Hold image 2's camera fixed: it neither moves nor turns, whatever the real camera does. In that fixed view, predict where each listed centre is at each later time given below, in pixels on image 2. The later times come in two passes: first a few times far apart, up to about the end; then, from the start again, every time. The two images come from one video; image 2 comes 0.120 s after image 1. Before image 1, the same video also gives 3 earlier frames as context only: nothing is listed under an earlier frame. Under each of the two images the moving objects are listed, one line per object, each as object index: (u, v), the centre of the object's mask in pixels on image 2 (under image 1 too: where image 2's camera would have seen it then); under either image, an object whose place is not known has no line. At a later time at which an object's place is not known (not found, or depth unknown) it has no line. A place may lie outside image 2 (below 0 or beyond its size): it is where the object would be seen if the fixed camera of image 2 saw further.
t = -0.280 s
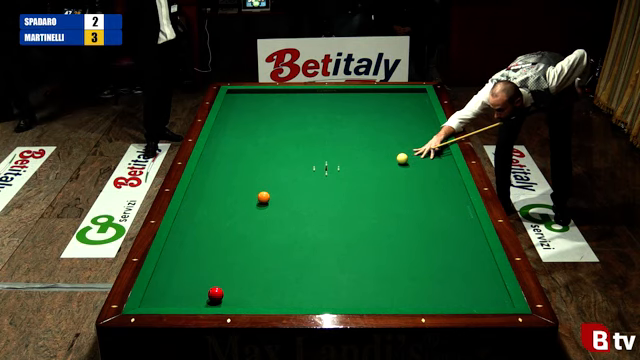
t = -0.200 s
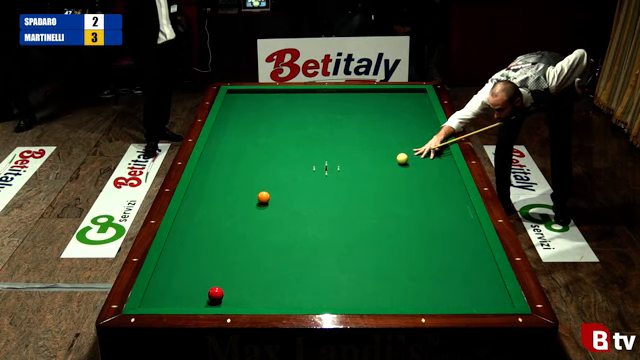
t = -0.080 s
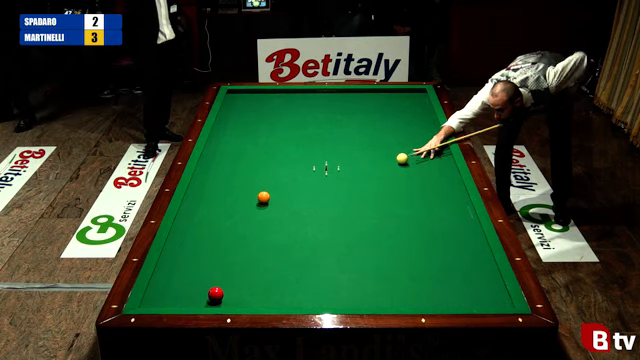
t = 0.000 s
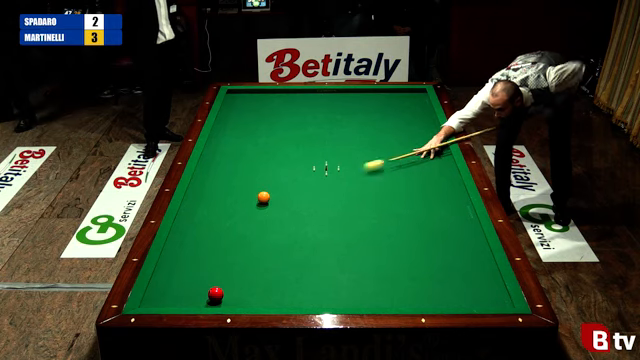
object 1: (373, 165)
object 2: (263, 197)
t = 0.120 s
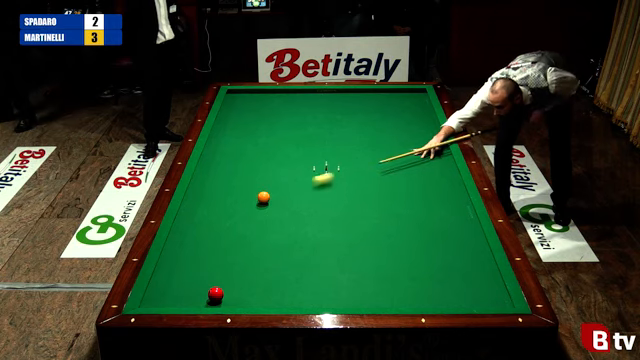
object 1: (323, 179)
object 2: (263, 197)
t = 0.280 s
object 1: (268, 192)
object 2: (249, 203)
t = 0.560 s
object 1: (229, 190)
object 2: (185, 242)
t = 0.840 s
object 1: (199, 193)
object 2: (233, 267)
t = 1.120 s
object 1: (225, 199)
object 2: (280, 295)
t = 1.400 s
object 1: (250, 204)
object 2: (330, 292)
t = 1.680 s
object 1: (274, 210)
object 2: (375, 277)
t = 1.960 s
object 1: (299, 216)
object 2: (416, 263)
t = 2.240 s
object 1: (325, 222)
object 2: (455, 249)
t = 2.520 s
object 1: (350, 228)
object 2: (470, 237)
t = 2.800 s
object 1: (376, 234)
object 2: (445, 224)
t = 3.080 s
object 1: (401, 240)
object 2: (421, 213)
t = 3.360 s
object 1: (426, 245)
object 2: (399, 202)
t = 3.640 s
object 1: (452, 251)
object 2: (379, 193)
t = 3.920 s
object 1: (477, 257)
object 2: (361, 184)
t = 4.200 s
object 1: (480, 262)
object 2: (343, 176)
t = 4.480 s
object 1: (469, 265)
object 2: (327, 168)
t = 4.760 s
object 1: (459, 269)
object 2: (312, 161)
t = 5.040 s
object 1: (448, 272)
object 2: (298, 155)
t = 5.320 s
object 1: (439, 275)
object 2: (285, 149)
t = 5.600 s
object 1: (430, 277)
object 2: (273, 143)
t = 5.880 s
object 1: (421, 280)
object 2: (262, 138)
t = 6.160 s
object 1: (413, 282)
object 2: (252, 133)
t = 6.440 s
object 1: (405, 285)
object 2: (242, 129)
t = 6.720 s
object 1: (398, 287)
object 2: (233, 124)
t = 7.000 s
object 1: (391, 288)
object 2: (224, 120)
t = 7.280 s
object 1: (385, 289)
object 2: (222, 117)
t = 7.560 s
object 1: (380, 291)
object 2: (228, 114)
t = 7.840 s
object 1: (376, 292)
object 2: (233, 112)
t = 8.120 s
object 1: (371, 293)
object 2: (238, 110)
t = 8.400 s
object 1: (368, 293)
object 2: (243, 108)
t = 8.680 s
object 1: (366, 294)
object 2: (247, 106)
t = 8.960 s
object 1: (364, 294)
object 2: (251, 105)
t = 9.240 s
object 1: (363, 295)
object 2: (255, 103)
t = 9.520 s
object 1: (363, 295)
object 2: (258, 102)
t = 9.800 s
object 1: (363, 295)
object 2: (261, 101)
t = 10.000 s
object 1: (363, 295)
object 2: (263, 100)
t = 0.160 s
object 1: (306, 183)
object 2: (263, 197)
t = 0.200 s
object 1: (289, 188)
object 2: (263, 197)
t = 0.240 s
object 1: (274, 192)
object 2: (262, 198)
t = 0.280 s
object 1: (268, 192)
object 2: (249, 203)
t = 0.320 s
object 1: (263, 191)
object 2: (235, 208)
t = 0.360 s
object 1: (259, 190)
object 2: (221, 215)
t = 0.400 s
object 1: (254, 190)
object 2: (207, 221)
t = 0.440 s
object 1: (248, 190)
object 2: (193, 227)
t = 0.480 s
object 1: (242, 190)
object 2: (180, 233)
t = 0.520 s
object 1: (235, 190)
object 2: (177, 238)
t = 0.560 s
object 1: (229, 190)
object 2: (185, 242)
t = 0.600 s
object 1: (222, 190)
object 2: (193, 246)
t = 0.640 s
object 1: (215, 190)
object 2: (201, 249)
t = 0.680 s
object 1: (208, 191)
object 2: (208, 253)
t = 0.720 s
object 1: (201, 191)
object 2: (214, 256)
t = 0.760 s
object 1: (194, 191)
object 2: (220, 260)
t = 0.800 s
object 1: (194, 192)
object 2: (226, 264)
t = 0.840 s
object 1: (199, 193)
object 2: (233, 267)
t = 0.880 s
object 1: (203, 194)
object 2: (239, 271)
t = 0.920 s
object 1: (207, 195)
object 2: (246, 275)
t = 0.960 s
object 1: (211, 195)
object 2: (253, 279)
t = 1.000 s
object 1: (214, 196)
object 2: (259, 283)
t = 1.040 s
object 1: (218, 197)
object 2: (266, 286)
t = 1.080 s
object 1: (221, 198)
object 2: (273, 290)
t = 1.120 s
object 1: (225, 199)
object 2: (280, 295)
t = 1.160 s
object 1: (228, 199)
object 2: (287, 298)
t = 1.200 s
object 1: (232, 200)
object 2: (295, 301)
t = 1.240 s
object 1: (235, 201)
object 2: (303, 301)
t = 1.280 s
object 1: (239, 202)
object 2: (310, 299)
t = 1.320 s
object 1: (242, 203)
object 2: (317, 297)
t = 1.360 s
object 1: (246, 204)
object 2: (323, 295)
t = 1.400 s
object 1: (250, 204)
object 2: (330, 292)
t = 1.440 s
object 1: (253, 205)
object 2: (337, 290)
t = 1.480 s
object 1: (257, 206)
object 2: (344, 287)
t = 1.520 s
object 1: (260, 207)
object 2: (350, 285)
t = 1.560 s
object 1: (264, 208)
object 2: (356, 283)
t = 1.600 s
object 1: (267, 208)
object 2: (363, 281)
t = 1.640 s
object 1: (271, 209)
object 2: (369, 279)
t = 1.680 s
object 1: (274, 210)
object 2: (375, 277)
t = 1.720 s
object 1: (278, 211)
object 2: (381, 274)
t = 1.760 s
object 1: (282, 212)
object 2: (387, 273)
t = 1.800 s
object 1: (285, 213)
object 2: (393, 271)
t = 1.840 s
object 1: (289, 214)
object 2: (399, 268)
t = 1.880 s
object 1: (292, 214)
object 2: (405, 266)
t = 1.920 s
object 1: (296, 215)
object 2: (411, 264)
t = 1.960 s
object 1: (299, 216)
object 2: (416, 263)
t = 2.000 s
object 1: (303, 217)
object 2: (422, 261)
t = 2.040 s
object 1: (307, 218)
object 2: (428, 259)
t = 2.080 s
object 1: (310, 218)
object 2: (433, 257)
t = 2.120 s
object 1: (314, 219)
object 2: (439, 255)
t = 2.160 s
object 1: (317, 220)
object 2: (444, 253)
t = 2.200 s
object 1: (321, 221)
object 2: (449, 251)
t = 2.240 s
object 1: (325, 222)
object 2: (455, 249)
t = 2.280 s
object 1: (328, 223)
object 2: (460, 248)
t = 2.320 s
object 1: (332, 224)
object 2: (465, 246)
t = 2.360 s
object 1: (336, 224)
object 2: (470, 244)
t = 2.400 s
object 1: (339, 225)
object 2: (475, 243)
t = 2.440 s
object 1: (343, 226)
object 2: (479, 241)
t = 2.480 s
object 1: (347, 227)
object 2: (475, 239)
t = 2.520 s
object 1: (350, 228)
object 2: (470, 237)
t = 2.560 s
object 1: (354, 229)
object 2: (467, 235)
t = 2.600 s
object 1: (357, 230)
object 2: (463, 233)
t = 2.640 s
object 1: (361, 230)
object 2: (459, 231)
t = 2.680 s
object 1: (365, 231)
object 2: (455, 230)
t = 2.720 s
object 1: (368, 232)
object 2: (452, 228)
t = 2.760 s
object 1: (372, 233)
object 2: (448, 226)
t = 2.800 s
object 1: (376, 234)
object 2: (445, 224)
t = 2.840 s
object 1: (379, 235)
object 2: (441, 223)
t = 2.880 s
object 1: (383, 235)
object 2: (438, 221)
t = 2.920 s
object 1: (387, 236)
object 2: (434, 219)
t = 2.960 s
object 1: (390, 237)
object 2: (431, 218)
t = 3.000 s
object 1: (394, 238)
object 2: (428, 216)
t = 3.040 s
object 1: (398, 239)
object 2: (424, 214)
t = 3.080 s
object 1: (401, 240)
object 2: (421, 213)
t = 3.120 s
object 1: (405, 240)
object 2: (418, 211)
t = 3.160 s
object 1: (408, 241)
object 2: (415, 210)
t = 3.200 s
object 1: (412, 242)
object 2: (411, 208)
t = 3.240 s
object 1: (416, 243)
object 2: (408, 207)
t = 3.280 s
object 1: (419, 244)
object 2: (405, 205)
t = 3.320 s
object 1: (423, 245)
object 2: (402, 204)
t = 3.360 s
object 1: (426, 245)
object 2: (399, 202)
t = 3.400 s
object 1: (430, 247)
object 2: (396, 201)
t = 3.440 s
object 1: (434, 247)
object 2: (393, 200)
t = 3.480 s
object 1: (437, 248)
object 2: (390, 198)
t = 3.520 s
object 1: (441, 249)
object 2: (387, 197)
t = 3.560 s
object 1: (444, 250)
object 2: (385, 195)
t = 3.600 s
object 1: (448, 250)
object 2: (382, 194)
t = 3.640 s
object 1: (452, 251)
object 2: (379, 193)
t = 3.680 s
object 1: (455, 252)
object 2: (376, 191)
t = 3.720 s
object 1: (459, 253)
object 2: (374, 190)
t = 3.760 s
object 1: (462, 254)
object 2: (371, 189)
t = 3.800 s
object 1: (466, 254)
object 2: (368, 188)
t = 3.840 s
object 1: (470, 255)
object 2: (366, 186)
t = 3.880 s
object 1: (473, 256)
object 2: (363, 185)
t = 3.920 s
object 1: (477, 257)
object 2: (361, 184)
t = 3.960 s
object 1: (480, 258)
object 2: (358, 183)
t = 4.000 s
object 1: (484, 259)
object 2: (356, 182)
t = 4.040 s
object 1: (487, 260)
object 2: (353, 181)
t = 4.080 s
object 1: (485, 260)
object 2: (350, 179)
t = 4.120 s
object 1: (483, 261)
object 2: (348, 178)
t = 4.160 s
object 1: (482, 261)
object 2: (345, 177)
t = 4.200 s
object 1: (480, 262)
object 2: (343, 176)
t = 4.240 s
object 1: (479, 262)
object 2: (341, 175)
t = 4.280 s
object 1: (477, 263)
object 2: (338, 174)
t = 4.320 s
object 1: (476, 263)
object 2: (336, 172)
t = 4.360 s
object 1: (474, 264)
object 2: (334, 171)
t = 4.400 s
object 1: (472, 264)
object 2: (331, 170)
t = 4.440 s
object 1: (471, 265)
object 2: (329, 169)
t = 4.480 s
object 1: (469, 265)
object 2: (327, 168)
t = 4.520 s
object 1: (468, 266)
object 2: (325, 167)
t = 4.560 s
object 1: (466, 266)
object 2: (323, 166)
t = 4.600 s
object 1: (465, 267)
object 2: (321, 165)
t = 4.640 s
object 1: (463, 267)
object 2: (318, 164)
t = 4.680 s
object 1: (462, 268)
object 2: (316, 163)
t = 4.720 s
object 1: (460, 268)
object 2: (314, 162)
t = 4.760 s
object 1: (459, 269)
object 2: (312, 161)
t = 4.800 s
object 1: (457, 269)
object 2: (310, 161)
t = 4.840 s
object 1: (456, 269)
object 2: (308, 160)
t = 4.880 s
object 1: (454, 270)
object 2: (306, 158)
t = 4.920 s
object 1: (453, 270)
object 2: (304, 158)
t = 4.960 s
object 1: (451, 271)
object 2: (302, 157)
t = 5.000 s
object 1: (450, 271)
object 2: (300, 156)
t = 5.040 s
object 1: (448, 272)
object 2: (298, 155)
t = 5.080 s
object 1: (447, 272)
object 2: (296, 154)
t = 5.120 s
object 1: (446, 273)
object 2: (294, 153)
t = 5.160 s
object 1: (444, 273)
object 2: (293, 152)
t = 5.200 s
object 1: (443, 273)
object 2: (291, 152)
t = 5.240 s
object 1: (442, 274)
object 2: (289, 151)
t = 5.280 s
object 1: (440, 274)
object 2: (287, 150)
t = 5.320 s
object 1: (439, 275)
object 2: (285, 149)
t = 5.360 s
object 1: (438, 275)
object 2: (283, 148)
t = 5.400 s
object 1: (436, 276)
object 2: (282, 147)
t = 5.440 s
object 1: (435, 276)
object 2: (280, 146)
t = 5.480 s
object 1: (434, 276)
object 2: (278, 146)
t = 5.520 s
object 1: (432, 277)
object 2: (277, 145)
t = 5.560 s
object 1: (431, 277)
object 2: (275, 144)
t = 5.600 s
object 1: (430, 277)
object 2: (273, 143)
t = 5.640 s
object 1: (428, 278)
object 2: (271, 143)
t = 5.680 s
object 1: (427, 278)
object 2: (270, 142)
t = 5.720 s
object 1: (426, 279)
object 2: (268, 141)
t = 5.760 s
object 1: (425, 279)
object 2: (267, 140)
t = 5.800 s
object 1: (424, 279)
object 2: (265, 139)
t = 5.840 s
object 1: (422, 280)
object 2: (264, 139)
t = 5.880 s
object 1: (421, 280)
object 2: (262, 138)
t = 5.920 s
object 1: (420, 280)
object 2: (261, 137)
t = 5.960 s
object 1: (418, 281)
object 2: (259, 136)
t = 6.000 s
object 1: (417, 281)
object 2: (258, 136)
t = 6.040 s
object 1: (416, 282)
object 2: (256, 135)
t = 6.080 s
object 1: (415, 282)
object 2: (254, 134)
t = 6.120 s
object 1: (414, 282)
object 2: (253, 134)
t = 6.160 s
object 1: (413, 282)
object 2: (252, 133)
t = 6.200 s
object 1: (412, 283)
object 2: (250, 132)
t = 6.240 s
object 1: (411, 283)
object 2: (249, 132)
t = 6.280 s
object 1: (409, 283)
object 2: (247, 131)
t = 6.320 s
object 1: (408, 284)
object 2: (246, 130)
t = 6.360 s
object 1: (407, 284)
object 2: (245, 130)
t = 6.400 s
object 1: (406, 284)
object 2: (243, 129)
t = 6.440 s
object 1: (405, 285)
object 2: (242, 129)
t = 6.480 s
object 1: (404, 285)
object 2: (241, 128)
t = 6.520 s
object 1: (403, 285)
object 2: (239, 127)
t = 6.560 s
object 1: (402, 285)
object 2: (238, 127)
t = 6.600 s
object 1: (401, 286)
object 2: (237, 126)
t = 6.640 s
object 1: (400, 286)
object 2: (235, 125)
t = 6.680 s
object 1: (399, 286)
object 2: (234, 125)
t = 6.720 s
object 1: (398, 287)
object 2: (233, 124)
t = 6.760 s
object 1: (397, 287)
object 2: (232, 123)
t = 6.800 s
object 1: (396, 287)
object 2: (230, 123)
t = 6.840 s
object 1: (395, 287)
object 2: (229, 122)
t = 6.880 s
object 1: (394, 287)
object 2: (228, 122)
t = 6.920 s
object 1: (393, 288)
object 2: (226, 121)
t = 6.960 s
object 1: (392, 288)
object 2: (225, 121)
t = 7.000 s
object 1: (391, 288)
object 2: (224, 120)
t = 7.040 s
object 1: (390, 288)
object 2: (223, 120)
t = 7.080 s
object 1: (389, 288)
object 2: (222, 119)
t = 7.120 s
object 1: (388, 289)
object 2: (221, 119)
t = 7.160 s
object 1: (388, 289)
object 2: (220, 118)
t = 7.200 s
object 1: (387, 289)
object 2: (220, 118)
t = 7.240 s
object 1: (386, 289)
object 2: (221, 118)
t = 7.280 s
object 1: (385, 289)
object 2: (222, 117)
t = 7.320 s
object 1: (385, 290)
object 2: (223, 117)
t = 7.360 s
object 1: (384, 290)
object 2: (224, 116)
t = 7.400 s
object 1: (383, 290)
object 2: (225, 116)
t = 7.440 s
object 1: (382, 290)
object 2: (225, 116)
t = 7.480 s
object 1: (381, 290)
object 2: (226, 115)
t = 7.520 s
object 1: (381, 290)
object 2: (227, 115)
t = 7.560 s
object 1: (380, 291)
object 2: (228, 114)
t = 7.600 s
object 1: (379, 291)
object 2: (229, 114)
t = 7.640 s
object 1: (379, 291)
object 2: (229, 114)
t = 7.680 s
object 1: (378, 291)
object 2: (230, 114)
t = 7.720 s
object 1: (377, 291)
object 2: (231, 113)
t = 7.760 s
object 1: (377, 291)
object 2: (232, 113)
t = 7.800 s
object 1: (376, 291)
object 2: (232, 112)
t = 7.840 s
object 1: (376, 292)
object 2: (233, 112)
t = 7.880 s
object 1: (375, 292)
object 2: (234, 112)
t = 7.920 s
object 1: (374, 292)
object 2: (235, 111)
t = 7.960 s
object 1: (373, 292)
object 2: (235, 111)
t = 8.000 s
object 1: (373, 292)
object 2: (236, 111)
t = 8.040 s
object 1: (372, 292)
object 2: (237, 111)
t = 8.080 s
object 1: (372, 293)
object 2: (238, 110)
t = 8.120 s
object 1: (371, 293)
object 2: (238, 110)
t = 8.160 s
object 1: (371, 293)
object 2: (239, 110)
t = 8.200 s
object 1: (370, 293)
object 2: (240, 109)
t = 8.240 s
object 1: (370, 293)
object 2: (240, 109)
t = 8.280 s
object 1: (370, 293)
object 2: (241, 109)
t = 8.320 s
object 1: (369, 293)
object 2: (242, 108)
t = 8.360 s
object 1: (369, 293)
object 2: (242, 108)
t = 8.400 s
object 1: (368, 293)
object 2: (243, 108)
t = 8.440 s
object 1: (368, 293)
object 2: (243, 108)
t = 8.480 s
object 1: (367, 293)
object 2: (244, 107)
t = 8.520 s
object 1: (367, 293)
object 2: (245, 107)
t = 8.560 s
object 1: (367, 294)
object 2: (245, 107)
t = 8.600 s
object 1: (366, 294)
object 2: (246, 106)
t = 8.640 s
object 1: (366, 294)
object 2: (247, 106)
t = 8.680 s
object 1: (366, 294)
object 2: (247, 106)
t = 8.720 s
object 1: (365, 294)
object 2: (247, 106)
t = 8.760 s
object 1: (365, 294)
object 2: (248, 106)
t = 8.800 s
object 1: (365, 294)
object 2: (248, 106)
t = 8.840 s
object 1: (365, 294)
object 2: (249, 105)
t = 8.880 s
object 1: (365, 294)
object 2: (250, 105)
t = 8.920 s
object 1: (364, 294)
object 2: (250, 105)
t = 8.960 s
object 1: (364, 294)
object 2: (251, 105)
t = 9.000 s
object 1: (364, 294)
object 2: (251, 105)
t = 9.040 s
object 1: (364, 294)
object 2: (252, 104)
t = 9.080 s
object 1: (363, 295)
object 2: (253, 104)
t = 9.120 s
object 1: (363, 295)
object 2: (253, 104)
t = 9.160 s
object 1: (363, 295)
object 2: (253, 104)
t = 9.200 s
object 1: (363, 295)
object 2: (254, 104)
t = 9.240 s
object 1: (363, 295)
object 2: (255, 103)
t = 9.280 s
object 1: (363, 295)
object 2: (255, 103)
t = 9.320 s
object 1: (363, 295)
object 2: (256, 103)
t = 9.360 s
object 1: (363, 295)
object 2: (256, 103)
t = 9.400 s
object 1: (363, 295)
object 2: (257, 102)
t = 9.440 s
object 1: (363, 295)
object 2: (257, 102)
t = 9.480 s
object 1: (363, 295)
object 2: (257, 102)
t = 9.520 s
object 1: (363, 295)
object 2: (258, 102)
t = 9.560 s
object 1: (363, 295)
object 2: (258, 102)
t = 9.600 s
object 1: (363, 295)
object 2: (259, 101)
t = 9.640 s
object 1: (363, 295)
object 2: (259, 101)
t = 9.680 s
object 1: (363, 295)
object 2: (260, 101)
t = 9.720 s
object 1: (363, 295)
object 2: (260, 101)
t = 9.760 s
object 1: (363, 295)
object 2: (261, 101)
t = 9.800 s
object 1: (363, 295)
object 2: (261, 101)
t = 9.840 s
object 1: (363, 295)
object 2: (262, 101)
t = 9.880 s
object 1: (363, 295)
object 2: (262, 101)
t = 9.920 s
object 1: (363, 295)
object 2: (262, 101)
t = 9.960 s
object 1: (363, 295)
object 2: (262, 101)
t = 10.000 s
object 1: (363, 295)
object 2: (263, 100)
